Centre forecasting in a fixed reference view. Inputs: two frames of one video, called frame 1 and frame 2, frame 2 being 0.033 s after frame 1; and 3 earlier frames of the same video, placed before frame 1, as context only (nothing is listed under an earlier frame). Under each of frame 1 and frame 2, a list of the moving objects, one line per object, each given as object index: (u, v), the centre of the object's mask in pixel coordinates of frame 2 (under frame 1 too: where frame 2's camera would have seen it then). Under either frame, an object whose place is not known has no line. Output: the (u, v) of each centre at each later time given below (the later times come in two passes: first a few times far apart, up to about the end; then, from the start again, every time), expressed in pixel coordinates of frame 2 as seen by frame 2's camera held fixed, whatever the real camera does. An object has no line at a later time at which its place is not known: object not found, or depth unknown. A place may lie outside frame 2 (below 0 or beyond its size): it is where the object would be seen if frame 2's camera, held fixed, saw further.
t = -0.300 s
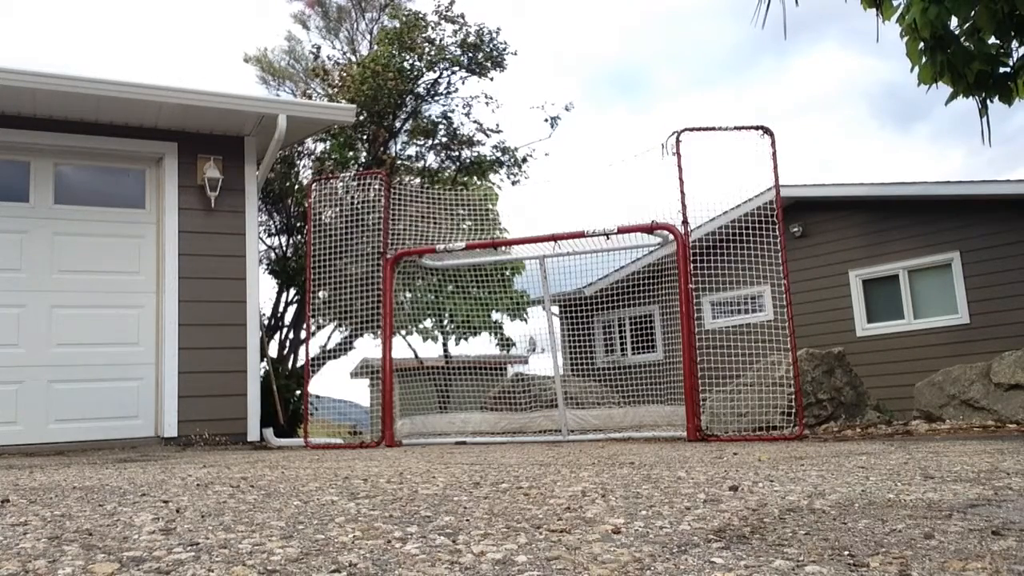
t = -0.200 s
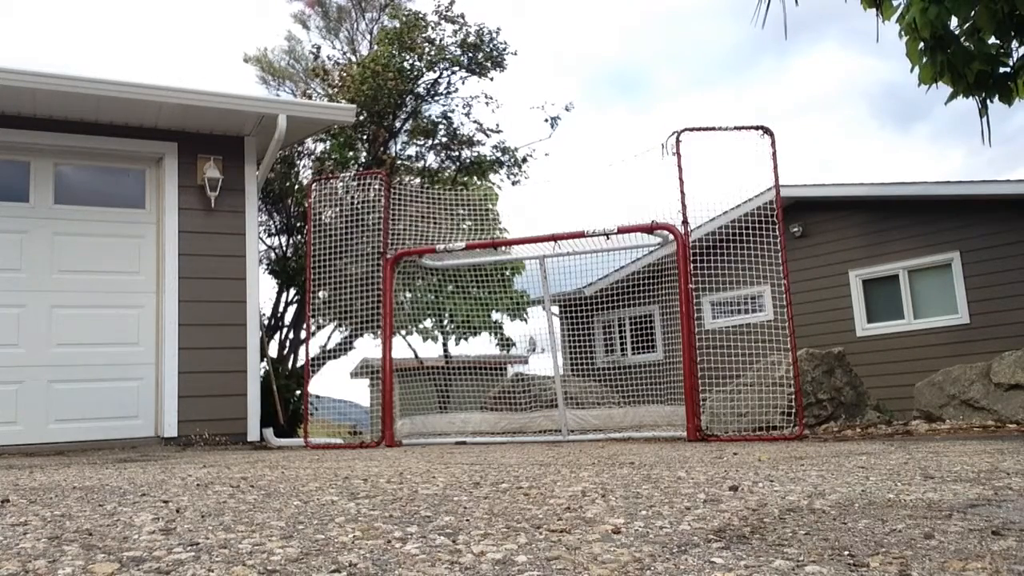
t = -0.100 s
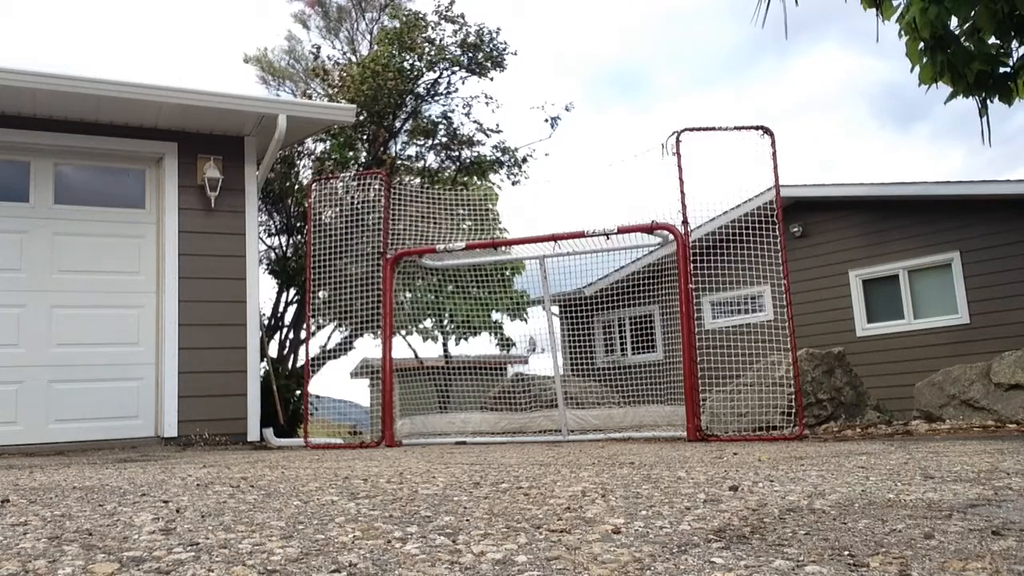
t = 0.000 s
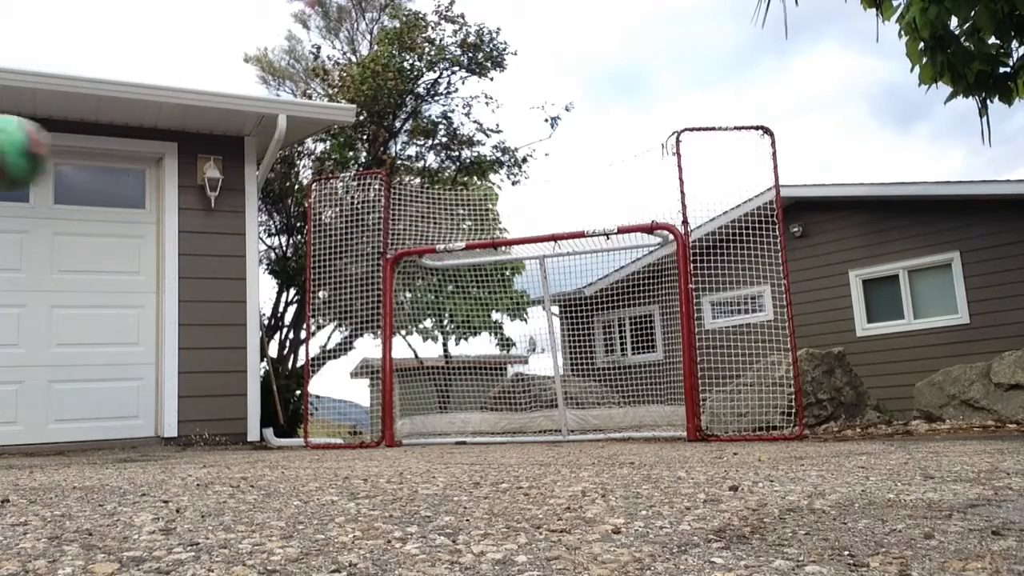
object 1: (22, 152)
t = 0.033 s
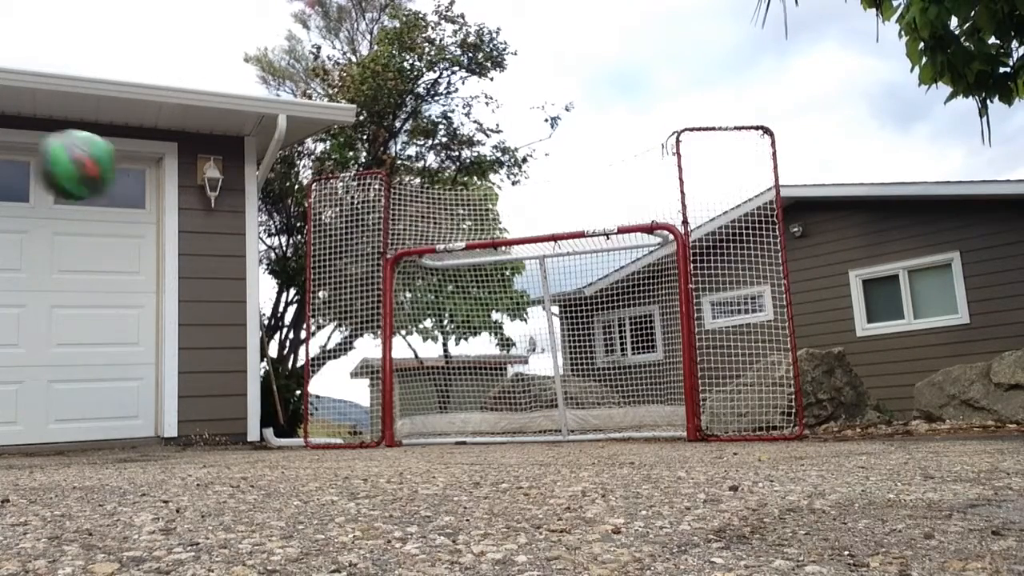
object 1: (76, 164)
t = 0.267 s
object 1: (365, 270)
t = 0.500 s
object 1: (503, 392)
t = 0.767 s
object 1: (504, 358)
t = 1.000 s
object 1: (480, 351)
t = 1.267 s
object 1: (456, 408)
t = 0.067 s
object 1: (136, 178)
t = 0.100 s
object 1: (190, 191)
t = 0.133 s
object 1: (234, 206)
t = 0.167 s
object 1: (275, 221)
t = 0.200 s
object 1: (308, 235)
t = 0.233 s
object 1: (339, 252)
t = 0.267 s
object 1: (365, 270)
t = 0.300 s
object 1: (390, 286)
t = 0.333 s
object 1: (414, 303)
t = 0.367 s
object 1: (435, 322)
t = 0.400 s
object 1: (454, 337)
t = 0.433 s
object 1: (472, 355)
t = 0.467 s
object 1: (488, 374)
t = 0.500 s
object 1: (503, 392)
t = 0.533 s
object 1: (518, 411)
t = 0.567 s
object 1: (528, 426)
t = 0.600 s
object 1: (524, 411)
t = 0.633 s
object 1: (520, 397)
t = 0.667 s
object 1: (517, 386)
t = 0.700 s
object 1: (514, 376)
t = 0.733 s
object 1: (509, 367)
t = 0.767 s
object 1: (504, 358)
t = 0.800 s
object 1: (500, 353)
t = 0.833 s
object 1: (498, 349)
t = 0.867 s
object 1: (495, 346)
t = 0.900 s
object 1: (492, 345)
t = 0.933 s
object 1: (487, 345)
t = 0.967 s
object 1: (483, 348)
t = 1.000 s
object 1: (480, 351)
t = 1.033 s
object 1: (476, 358)
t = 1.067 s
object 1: (472, 366)
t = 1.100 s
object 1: (469, 376)
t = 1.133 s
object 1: (466, 389)
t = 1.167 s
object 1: (463, 404)
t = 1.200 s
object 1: (459, 420)
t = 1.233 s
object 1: (458, 422)
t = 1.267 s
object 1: (456, 408)
